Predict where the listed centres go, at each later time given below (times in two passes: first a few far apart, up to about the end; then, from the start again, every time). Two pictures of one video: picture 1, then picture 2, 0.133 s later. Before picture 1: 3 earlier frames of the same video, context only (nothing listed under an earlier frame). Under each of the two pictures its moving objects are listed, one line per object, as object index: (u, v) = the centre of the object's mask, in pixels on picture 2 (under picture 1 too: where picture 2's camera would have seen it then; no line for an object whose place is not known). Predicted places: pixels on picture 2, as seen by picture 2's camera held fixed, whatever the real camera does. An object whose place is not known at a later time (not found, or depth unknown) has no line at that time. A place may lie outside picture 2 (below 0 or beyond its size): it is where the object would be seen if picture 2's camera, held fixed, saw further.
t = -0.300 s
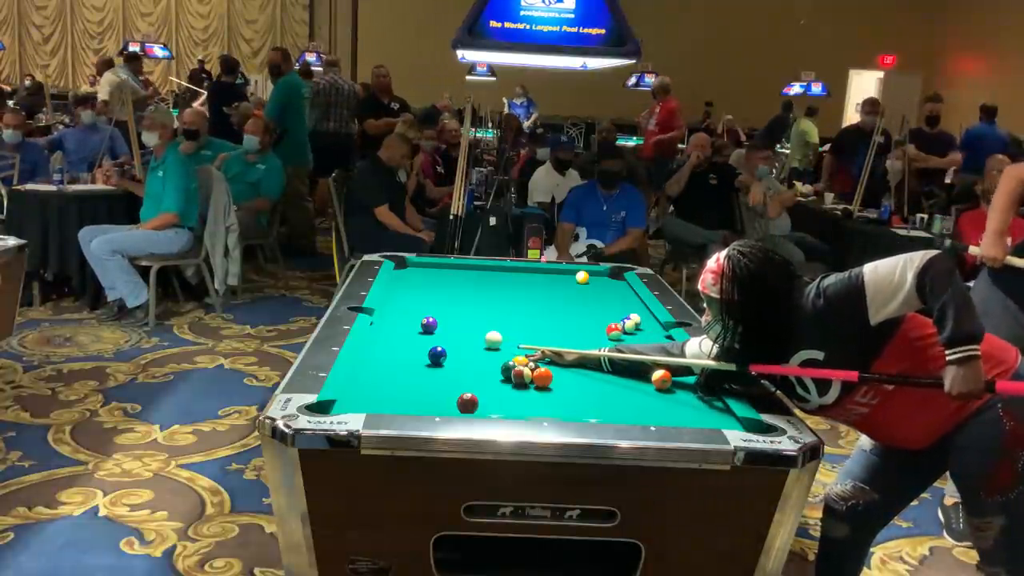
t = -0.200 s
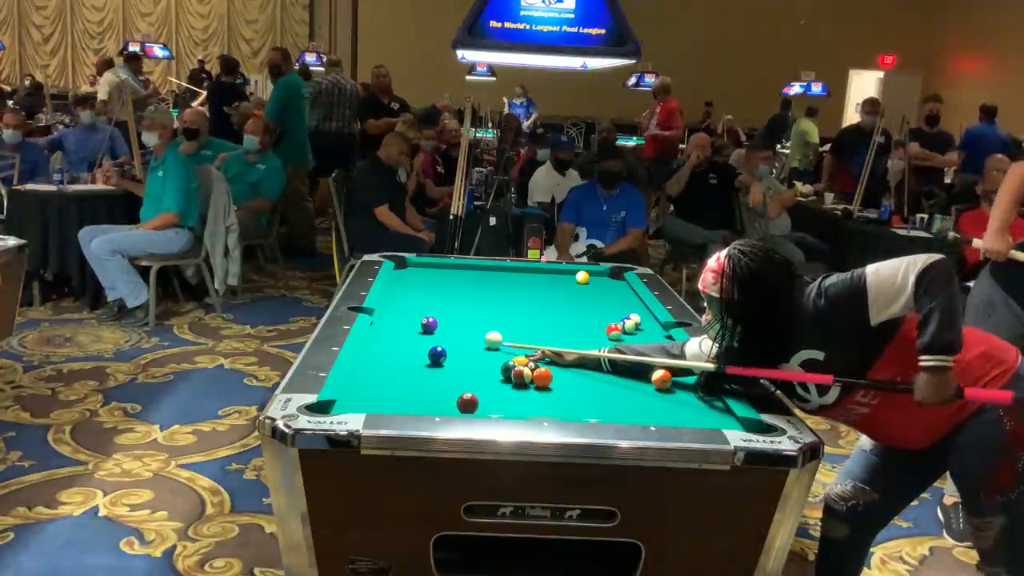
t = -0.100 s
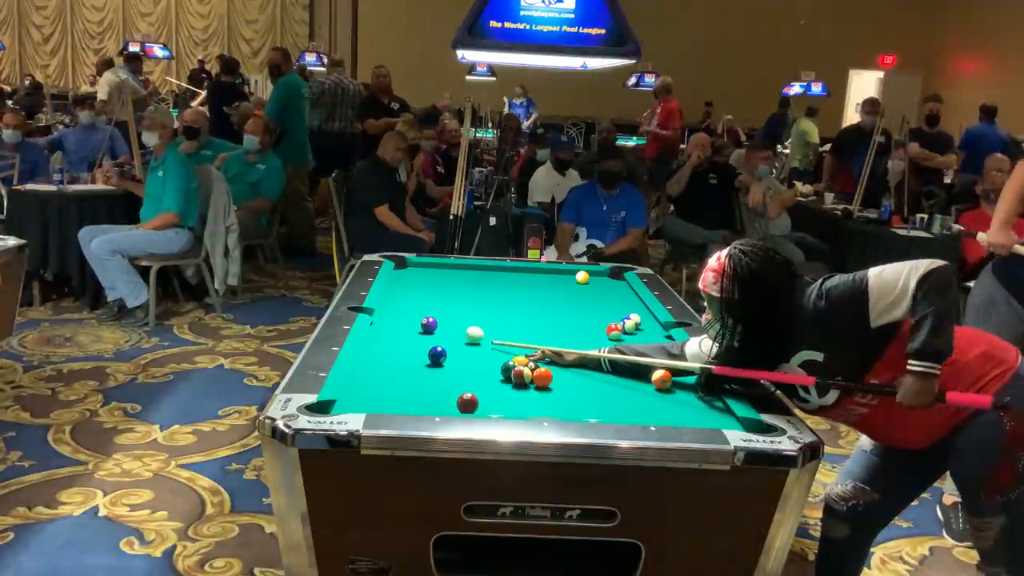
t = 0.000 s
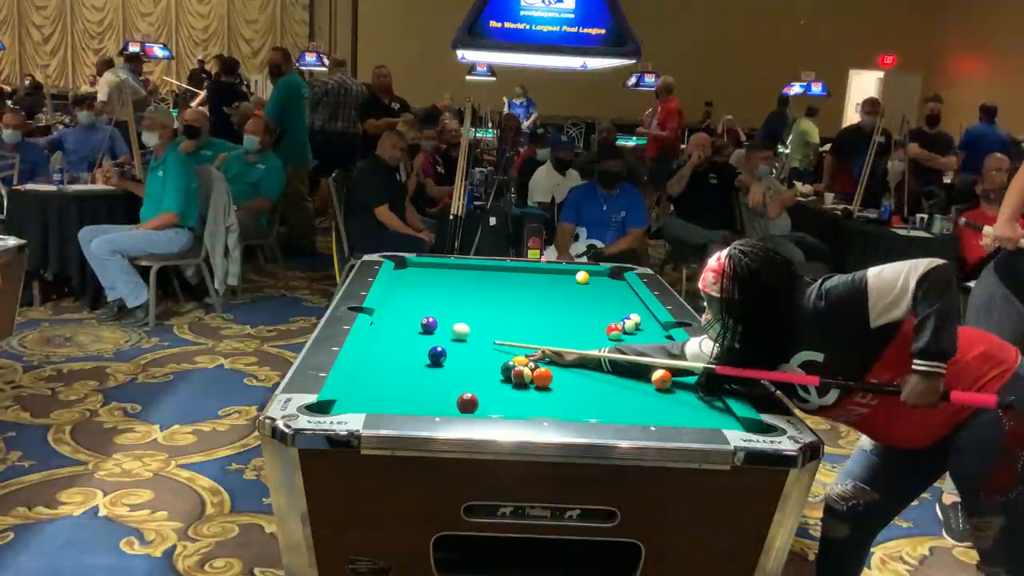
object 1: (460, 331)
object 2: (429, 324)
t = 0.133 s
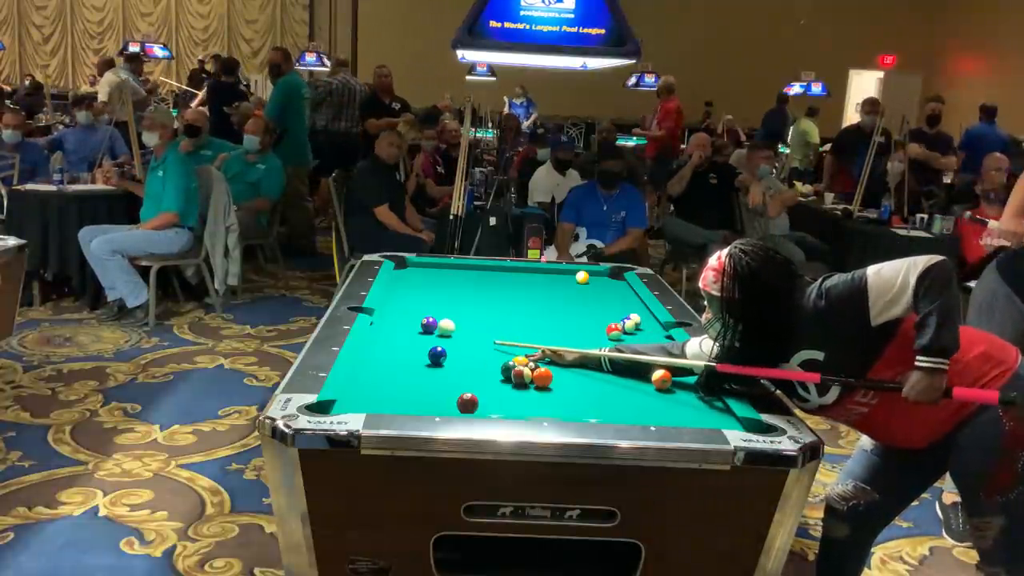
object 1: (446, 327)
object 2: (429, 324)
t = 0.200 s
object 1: (445, 326)
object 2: (423, 323)
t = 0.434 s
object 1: (443, 323)
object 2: (406, 321)
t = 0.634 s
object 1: (442, 321)
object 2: (392, 319)
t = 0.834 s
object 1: (442, 319)
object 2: (380, 317)
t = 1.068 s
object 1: (442, 318)
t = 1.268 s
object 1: (442, 317)
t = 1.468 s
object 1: (442, 315)
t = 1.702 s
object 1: (442, 315)
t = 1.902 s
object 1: (442, 314)
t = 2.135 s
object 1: (442, 314)
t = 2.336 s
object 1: (442, 314)
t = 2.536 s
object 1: (442, 314)
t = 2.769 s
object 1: (442, 314)
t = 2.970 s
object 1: (442, 314)
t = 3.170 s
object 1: (442, 314)
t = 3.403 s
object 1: (442, 314)
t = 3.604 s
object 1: (442, 314)
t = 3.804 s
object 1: (442, 314)
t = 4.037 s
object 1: (442, 314)
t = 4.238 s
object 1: (442, 314)
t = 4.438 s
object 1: (442, 314)
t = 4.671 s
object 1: (442, 314)
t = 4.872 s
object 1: (442, 314)
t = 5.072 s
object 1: (442, 314)
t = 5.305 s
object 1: (442, 314)
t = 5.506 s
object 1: (442, 314)
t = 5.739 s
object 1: (442, 314)
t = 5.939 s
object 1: (442, 314)
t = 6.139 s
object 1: (442, 314)
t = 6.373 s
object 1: (442, 314)
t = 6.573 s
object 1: (442, 314)
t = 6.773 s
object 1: (442, 314)
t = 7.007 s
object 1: (442, 314)
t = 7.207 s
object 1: (442, 314)
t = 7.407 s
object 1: (442, 314)
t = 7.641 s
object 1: (442, 314)
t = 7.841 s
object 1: (442, 314)
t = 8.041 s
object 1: (442, 314)
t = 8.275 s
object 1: (442, 314)
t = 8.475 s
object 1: (442, 314)
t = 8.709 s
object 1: (442, 314)
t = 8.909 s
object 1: (442, 314)
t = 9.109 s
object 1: (442, 314)
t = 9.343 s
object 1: (442, 314)
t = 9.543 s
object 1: (442, 314)
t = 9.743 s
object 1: (442, 314)
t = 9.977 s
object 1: (442, 314)
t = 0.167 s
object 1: (444, 326)
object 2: (427, 324)
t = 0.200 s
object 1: (445, 326)
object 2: (423, 323)
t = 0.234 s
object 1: (444, 325)
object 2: (421, 323)
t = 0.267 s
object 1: (444, 325)
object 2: (418, 323)
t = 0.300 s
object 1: (444, 324)
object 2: (416, 322)
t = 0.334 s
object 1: (444, 324)
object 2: (413, 322)
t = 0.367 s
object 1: (443, 324)
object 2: (411, 322)
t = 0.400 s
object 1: (443, 323)
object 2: (408, 321)
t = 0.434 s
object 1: (443, 323)
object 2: (406, 321)
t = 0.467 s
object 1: (443, 322)
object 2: (404, 321)
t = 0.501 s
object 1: (443, 322)
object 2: (402, 320)
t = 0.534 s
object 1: (443, 322)
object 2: (399, 320)
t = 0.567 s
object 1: (443, 322)
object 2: (397, 320)
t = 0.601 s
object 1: (443, 322)
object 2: (395, 319)
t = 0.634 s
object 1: (442, 321)
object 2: (392, 319)
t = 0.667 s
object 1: (442, 321)
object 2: (390, 319)
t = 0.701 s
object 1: (442, 320)
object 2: (388, 318)
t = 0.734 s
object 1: (442, 320)
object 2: (386, 318)
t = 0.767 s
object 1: (442, 320)
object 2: (384, 318)
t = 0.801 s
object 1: (442, 320)
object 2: (382, 317)
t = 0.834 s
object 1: (442, 319)
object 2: (380, 317)
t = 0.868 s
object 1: (442, 319)
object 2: (378, 317)
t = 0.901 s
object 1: (442, 319)
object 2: (377, 316)
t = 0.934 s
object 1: (442, 319)
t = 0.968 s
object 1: (442, 318)
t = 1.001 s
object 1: (442, 318)
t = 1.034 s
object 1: (442, 318)
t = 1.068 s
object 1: (442, 318)
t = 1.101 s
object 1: (442, 317)
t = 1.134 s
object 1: (442, 317)
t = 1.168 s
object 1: (442, 317)
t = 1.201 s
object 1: (442, 317)
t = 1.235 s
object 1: (442, 317)
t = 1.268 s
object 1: (442, 317)
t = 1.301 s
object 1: (442, 316)
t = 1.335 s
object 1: (442, 316)
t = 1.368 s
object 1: (442, 316)
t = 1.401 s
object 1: (442, 316)
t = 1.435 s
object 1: (442, 316)
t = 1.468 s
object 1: (442, 315)
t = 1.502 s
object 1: (442, 315)
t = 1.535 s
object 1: (442, 315)
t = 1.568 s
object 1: (442, 315)
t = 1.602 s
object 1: (442, 315)
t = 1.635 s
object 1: (442, 315)
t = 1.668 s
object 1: (442, 315)
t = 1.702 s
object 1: (442, 315)
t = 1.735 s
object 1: (442, 315)
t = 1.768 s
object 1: (442, 315)
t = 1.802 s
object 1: (442, 314)
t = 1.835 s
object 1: (442, 314)
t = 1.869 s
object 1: (442, 314)
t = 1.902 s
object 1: (442, 314)
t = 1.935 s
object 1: (442, 314)
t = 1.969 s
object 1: (442, 314)
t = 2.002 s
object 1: (442, 314)
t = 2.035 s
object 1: (442, 314)
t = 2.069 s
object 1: (442, 314)
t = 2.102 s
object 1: (442, 314)
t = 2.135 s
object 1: (442, 314)
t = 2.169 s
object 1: (442, 314)
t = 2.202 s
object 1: (442, 314)
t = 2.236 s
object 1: (442, 314)
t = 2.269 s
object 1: (442, 314)
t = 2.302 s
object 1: (442, 314)
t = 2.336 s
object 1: (442, 314)
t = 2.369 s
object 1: (442, 314)
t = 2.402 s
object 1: (442, 314)
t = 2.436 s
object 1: (442, 314)
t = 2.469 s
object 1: (442, 314)
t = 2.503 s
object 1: (442, 314)
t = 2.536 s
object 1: (442, 314)
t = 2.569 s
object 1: (442, 314)
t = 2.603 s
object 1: (442, 314)
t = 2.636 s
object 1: (442, 314)
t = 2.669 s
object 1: (442, 314)
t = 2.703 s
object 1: (442, 314)
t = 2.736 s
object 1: (442, 314)
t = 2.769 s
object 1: (442, 314)
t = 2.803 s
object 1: (442, 314)
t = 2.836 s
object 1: (442, 314)
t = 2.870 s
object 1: (442, 314)
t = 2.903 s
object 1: (442, 314)
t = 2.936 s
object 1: (442, 314)
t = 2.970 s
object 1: (442, 314)
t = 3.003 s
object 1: (442, 314)
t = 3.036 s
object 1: (442, 314)
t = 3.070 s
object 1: (442, 314)
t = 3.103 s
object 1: (442, 314)
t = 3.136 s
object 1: (442, 314)
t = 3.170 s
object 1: (442, 314)
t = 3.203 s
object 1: (442, 314)
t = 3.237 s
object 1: (442, 314)
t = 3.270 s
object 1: (442, 314)
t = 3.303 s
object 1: (442, 314)
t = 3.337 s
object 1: (442, 314)
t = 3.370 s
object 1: (442, 314)
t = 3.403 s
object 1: (442, 314)
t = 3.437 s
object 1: (442, 314)
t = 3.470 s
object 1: (442, 314)
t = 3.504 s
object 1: (442, 314)
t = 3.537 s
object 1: (442, 314)
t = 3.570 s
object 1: (442, 314)
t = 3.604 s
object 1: (442, 314)
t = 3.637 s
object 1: (442, 314)
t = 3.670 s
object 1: (442, 314)
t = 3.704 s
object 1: (442, 314)
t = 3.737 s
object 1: (442, 314)
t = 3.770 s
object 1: (442, 314)
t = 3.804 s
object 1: (442, 314)
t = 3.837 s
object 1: (442, 314)
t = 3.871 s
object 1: (442, 314)
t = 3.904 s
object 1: (442, 314)
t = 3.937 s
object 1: (442, 314)
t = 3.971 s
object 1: (442, 314)
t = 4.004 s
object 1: (442, 314)
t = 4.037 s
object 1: (442, 314)
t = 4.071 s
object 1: (442, 314)
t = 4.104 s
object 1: (442, 314)
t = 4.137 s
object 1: (442, 314)
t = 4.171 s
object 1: (442, 314)
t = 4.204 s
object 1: (442, 314)
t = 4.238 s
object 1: (442, 314)
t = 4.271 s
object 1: (442, 314)
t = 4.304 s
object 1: (442, 314)
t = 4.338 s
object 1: (442, 314)
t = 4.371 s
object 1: (442, 314)
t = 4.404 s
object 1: (442, 314)
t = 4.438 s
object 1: (442, 314)
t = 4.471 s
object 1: (442, 314)
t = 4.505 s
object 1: (442, 314)
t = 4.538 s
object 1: (442, 314)
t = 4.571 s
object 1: (442, 314)
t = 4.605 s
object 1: (442, 314)
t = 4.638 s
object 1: (442, 314)
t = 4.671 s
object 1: (442, 314)
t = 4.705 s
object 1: (442, 314)
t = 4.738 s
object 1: (442, 314)
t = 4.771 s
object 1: (442, 314)
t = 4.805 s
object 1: (442, 314)
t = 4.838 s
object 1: (442, 314)
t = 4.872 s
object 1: (442, 314)
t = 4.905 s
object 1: (442, 314)
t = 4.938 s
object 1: (442, 314)
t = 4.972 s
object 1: (442, 314)
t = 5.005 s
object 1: (442, 314)
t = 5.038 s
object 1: (442, 314)
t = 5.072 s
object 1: (442, 314)
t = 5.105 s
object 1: (442, 314)
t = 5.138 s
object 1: (442, 314)
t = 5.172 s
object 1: (442, 314)
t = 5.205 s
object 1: (442, 314)
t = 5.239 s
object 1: (442, 314)
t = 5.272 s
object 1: (442, 314)
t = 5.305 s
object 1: (442, 314)
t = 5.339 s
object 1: (442, 314)
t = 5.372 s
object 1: (442, 314)
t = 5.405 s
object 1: (442, 314)
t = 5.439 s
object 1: (442, 314)
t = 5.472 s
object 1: (442, 314)
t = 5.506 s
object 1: (442, 314)
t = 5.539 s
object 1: (442, 314)
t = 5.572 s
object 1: (442, 314)
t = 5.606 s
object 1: (442, 314)
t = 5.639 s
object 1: (442, 314)
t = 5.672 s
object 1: (442, 314)
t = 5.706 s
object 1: (442, 314)
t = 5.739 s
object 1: (442, 314)
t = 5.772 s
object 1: (442, 314)
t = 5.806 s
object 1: (442, 314)
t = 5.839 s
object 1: (442, 314)
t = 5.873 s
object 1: (442, 314)
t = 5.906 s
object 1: (442, 314)
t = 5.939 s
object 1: (442, 314)
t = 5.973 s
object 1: (442, 314)
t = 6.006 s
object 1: (442, 314)
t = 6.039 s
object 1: (442, 314)
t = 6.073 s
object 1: (442, 314)
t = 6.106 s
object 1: (442, 314)
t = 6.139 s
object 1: (442, 314)
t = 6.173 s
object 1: (442, 314)
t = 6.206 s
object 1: (442, 314)
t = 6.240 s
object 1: (442, 314)
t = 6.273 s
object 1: (442, 314)
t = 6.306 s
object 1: (442, 314)
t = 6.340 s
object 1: (442, 314)
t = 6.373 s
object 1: (442, 314)
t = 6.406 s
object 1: (442, 314)
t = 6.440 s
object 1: (442, 314)
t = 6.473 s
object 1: (442, 314)
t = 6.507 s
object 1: (442, 314)
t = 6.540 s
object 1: (442, 314)
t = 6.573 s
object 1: (442, 314)
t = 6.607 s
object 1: (442, 314)
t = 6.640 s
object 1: (442, 314)
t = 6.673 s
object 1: (442, 314)
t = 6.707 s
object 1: (442, 314)
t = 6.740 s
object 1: (442, 314)
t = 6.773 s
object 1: (442, 314)
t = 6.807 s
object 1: (442, 314)
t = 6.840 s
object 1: (442, 314)
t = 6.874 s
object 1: (442, 314)
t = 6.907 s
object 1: (442, 314)
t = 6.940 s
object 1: (442, 314)
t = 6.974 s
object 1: (442, 314)
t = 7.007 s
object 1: (442, 314)
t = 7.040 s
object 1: (442, 314)
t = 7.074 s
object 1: (442, 314)
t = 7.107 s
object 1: (442, 314)
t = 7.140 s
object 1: (442, 314)
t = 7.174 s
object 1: (442, 314)
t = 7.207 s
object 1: (442, 314)
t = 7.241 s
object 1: (442, 314)
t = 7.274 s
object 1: (442, 314)
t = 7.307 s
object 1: (442, 314)
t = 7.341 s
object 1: (442, 314)
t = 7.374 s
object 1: (442, 314)
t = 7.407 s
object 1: (442, 314)
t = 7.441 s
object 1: (442, 314)
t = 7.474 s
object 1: (442, 314)
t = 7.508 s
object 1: (442, 314)
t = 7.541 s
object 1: (442, 314)
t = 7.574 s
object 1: (442, 314)
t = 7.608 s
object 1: (442, 314)
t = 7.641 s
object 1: (442, 314)
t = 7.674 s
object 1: (442, 314)
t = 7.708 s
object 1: (442, 314)
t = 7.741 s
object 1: (442, 314)
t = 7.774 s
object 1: (442, 314)
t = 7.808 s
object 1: (442, 314)
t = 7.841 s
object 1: (442, 314)
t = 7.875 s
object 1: (442, 314)
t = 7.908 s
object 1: (442, 314)
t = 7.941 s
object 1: (442, 314)
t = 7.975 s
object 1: (442, 314)
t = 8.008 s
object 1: (442, 314)
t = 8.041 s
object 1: (442, 314)
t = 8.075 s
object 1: (442, 314)
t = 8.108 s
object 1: (442, 314)
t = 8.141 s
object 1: (442, 314)
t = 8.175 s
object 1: (442, 314)
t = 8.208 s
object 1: (442, 314)
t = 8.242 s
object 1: (442, 314)
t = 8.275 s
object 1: (442, 314)
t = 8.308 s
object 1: (442, 314)
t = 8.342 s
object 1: (442, 314)
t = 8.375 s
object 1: (442, 314)
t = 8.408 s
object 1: (442, 314)
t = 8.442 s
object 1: (442, 314)
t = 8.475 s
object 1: (442, 314)
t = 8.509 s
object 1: (442, 314)
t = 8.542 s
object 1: (442, 314)
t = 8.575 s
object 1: (442, 314)
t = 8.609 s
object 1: (442, 314)
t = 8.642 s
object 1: (442, 314)
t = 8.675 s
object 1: (442, 314)
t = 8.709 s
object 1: (442, 314)
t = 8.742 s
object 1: (442, 314)
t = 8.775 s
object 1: (442, 314)
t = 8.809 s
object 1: (442, 314)
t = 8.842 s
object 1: (442, 314)
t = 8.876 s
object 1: (442, 314)
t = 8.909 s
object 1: (442, 314)
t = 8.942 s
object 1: (442, 314)
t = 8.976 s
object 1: (442, 314)
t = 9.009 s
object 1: (442, 314)
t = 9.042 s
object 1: (442, 314)
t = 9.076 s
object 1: (442, 314)
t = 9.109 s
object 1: (442, 314)
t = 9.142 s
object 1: (442, 314)
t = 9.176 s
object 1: (442, 314)
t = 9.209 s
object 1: (442, 314)
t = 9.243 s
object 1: (442, 314)
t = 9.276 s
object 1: (442, 314)
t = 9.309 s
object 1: (442, 314)
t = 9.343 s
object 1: (442, 314)
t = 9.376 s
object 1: (442, 314)
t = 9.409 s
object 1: (442, 314)
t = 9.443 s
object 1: (442, 314)
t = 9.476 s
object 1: (442, 314)
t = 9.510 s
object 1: (442, 314)
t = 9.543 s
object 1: (442, 314)
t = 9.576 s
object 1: (442, 314)
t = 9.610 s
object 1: (442, 314)
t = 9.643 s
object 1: (442, 314)
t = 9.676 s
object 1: (442, 314)
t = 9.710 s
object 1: (442, 314)
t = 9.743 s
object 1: (442, 314)
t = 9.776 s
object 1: (442, 314)
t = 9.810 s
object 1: (442, 314)
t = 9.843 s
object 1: (442, 314)
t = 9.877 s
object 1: (442, 314)
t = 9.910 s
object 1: (442, 314)
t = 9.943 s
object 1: (442, 314)
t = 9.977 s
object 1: (442, 314)
